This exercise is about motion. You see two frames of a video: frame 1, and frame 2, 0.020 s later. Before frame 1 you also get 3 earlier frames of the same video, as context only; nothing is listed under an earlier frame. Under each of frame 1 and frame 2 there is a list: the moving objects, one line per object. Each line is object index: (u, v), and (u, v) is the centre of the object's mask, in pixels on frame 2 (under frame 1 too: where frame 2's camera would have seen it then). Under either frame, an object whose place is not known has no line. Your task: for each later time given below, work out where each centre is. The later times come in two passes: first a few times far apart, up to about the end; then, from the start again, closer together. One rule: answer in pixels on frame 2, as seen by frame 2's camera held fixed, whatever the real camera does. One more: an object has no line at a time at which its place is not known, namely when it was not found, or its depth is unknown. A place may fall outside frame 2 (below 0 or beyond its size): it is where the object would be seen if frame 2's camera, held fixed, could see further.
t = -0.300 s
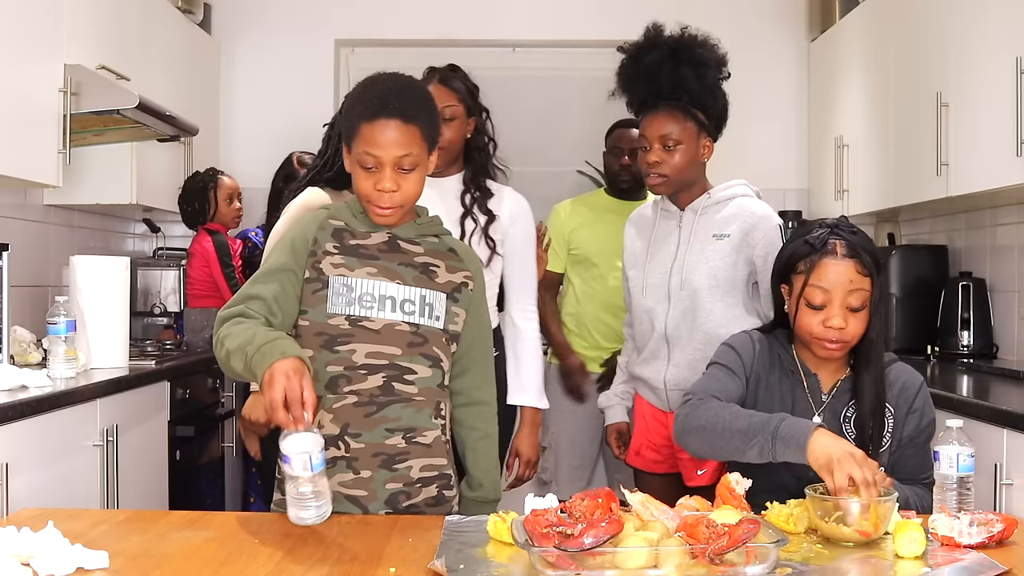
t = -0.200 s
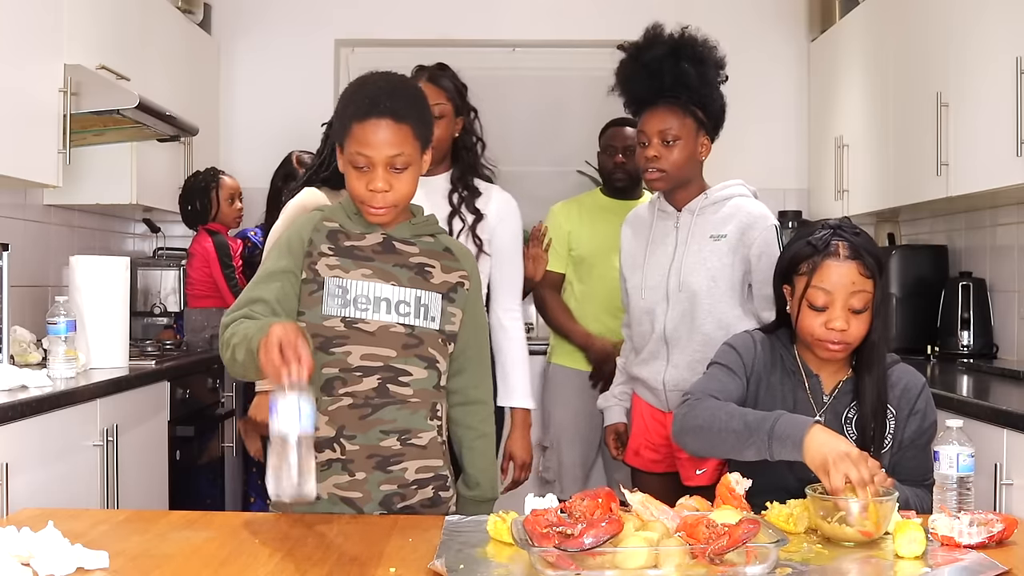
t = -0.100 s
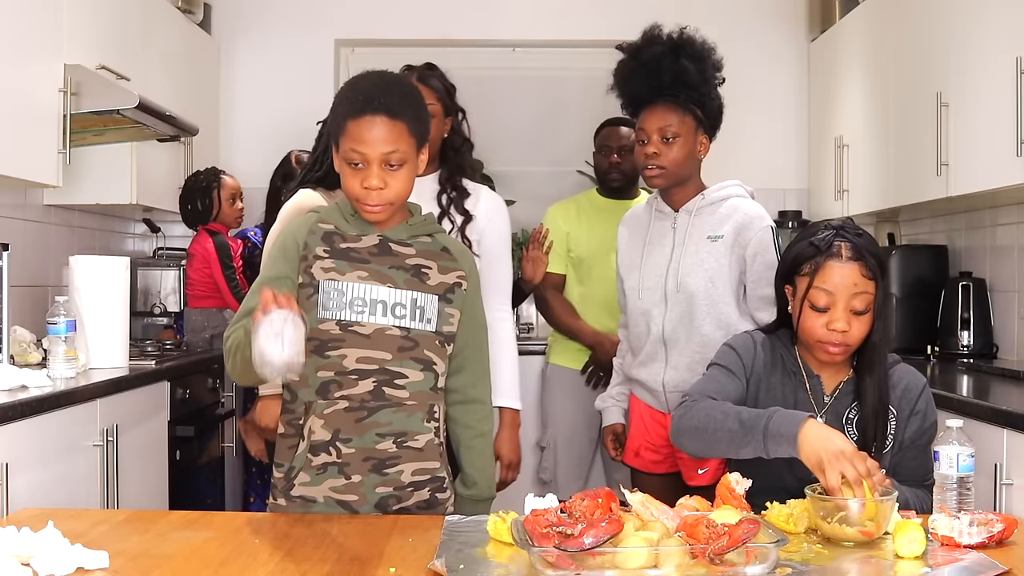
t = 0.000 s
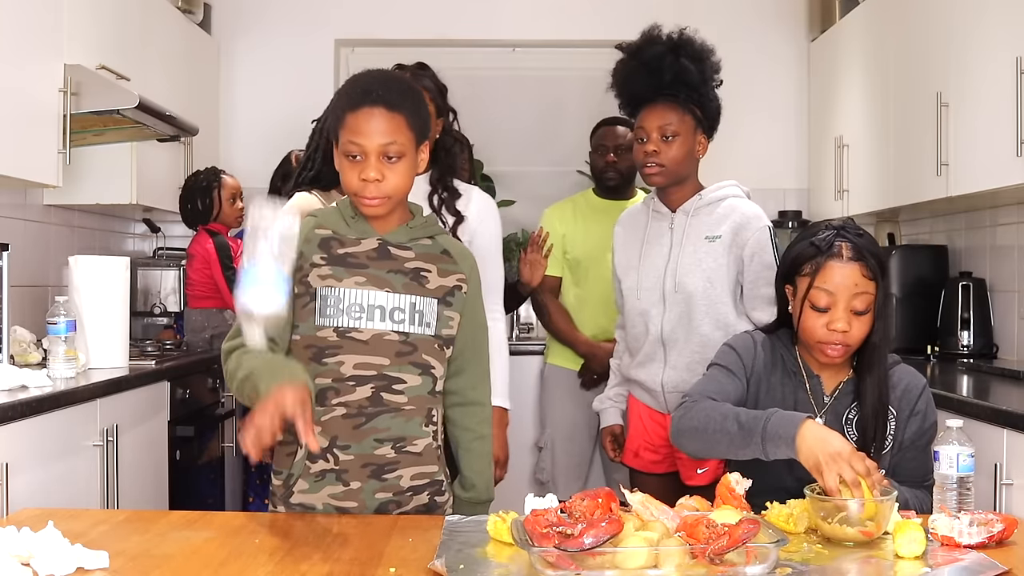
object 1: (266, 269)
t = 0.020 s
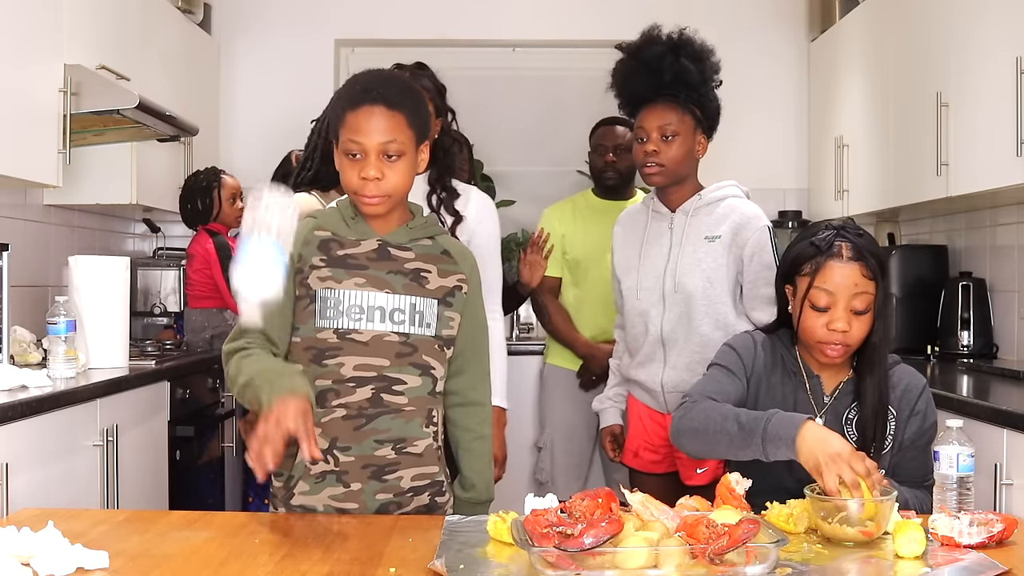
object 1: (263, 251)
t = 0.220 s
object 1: (249, 256)
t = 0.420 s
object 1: (236, 528)
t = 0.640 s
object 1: (232, 528)
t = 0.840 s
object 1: (231, 528)
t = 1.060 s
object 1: (231, 528)
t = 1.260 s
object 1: (231, 528)
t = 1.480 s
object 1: (231, 527)
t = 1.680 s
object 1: (231, 528)
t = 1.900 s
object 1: (231, 528)
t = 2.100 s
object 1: (231, 528)
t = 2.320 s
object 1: (231, 527)
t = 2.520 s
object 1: (231, 528)
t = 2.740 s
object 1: (231, 528)
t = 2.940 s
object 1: (231, 527)
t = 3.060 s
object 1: (231, 528)
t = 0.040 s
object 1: (261, 235)
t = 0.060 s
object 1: (260, 221)
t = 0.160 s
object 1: (255, 214)
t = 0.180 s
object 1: (253, 225)
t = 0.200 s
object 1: (251, 239)
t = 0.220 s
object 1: (249, 256)
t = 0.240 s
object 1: (247, 279)
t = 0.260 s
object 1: (245, 303)
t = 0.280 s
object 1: (243, 331)
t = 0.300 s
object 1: (242, 364)
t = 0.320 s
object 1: (240, 401)
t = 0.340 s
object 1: (238, 438)
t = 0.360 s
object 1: (236, 485)
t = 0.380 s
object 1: (236, 509)
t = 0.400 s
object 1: (236, 529)
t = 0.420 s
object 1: (236, 528)
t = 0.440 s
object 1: (235, 527)
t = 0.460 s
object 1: (233, 527)
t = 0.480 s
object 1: (232, 528)
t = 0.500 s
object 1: (232, 528)
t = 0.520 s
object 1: (232, 528)
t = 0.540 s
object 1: (231, 528)
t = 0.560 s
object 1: (232, 528)
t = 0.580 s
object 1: (232, 528)
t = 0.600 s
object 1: (231, 528)
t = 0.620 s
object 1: (232, 528)
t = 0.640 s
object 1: (232, 528)
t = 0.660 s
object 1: (232, 528)
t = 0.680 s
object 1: (232, 528)
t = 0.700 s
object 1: (232, 528)
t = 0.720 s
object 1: (232, 528)
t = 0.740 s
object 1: (232, 528)
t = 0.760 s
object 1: (232, 528)
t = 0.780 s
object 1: (231, 528)
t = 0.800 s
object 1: (231, 528)
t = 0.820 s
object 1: (231, 528)
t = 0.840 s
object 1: (231, 528)
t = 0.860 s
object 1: (231, 528)
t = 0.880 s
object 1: (231, 527)
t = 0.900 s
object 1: (231, 528)
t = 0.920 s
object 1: (231, 528)
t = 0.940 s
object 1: (232, 528)
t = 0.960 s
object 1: (231, 528)
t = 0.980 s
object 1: (231, 528)
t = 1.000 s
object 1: (231, 528)
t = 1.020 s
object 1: (231, 527)
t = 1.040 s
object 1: (231, 528)
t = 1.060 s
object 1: (231, 528)
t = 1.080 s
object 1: (231, 527)
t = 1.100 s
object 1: (231, 527)
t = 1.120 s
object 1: (231, 527)
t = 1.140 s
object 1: (231, 527)
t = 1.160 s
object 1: (231, 527)
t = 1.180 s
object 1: (231, 528)
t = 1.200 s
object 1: (231, 527)
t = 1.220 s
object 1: (231, 527)
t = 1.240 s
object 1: (231, 528)
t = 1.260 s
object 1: (231, 528)
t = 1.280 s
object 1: (231, 527)
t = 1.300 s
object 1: (231, 527)
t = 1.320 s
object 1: (231, 527)
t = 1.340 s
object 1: (231, 527)
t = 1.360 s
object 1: (231, 527)
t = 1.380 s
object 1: (231, 527)
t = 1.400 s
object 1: (231, 527)
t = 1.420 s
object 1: (231, 527)
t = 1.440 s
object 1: (231, 527)
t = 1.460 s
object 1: (231, 527)
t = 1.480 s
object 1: (231, 527)
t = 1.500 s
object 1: (231, 527)
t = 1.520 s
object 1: (231, 527)
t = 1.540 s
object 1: (231, 527)
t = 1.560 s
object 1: (231, 527)
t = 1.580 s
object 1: (231, 527)
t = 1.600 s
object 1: (231, 528)
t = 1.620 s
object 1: (231, 528)
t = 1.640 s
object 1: (231, 528)
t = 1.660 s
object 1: (231, 528)
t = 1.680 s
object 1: (231, 528)
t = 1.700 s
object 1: (231, 528)
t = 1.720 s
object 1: (231, 528)
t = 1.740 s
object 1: (231, 528)
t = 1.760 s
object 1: (231, 528)
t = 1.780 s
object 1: (231, 528)
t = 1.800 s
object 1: (231, 528)
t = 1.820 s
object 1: (231, 528)
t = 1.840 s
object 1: (231, 528)
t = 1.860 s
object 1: (231, 528)
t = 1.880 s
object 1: (231, 528)
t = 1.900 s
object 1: (231, 528)
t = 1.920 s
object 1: (231, 528)
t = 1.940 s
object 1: (231, 528)
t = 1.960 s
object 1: (231, 528)
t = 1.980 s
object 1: (231, 528)
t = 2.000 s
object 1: (231, 527)
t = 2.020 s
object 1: (231, 528)
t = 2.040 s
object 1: (231, 528)
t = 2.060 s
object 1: (231, 528)
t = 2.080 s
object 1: (231, 528)
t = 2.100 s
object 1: (231, 528)
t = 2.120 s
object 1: (231, 528)
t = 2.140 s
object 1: (231, 528)
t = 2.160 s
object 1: (231, 528)
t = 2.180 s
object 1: (231, 528)
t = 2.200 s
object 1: (232, 528)
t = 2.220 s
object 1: (231, 528)
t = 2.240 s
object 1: (231, 528)
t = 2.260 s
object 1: (231, 527)
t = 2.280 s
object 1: (231, 527)
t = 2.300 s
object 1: (231, 527)
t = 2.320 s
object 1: (231, 527)
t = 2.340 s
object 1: (231, 527)
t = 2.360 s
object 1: (231, 528)
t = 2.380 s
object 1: (231, 528)
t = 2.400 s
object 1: (231, 528)
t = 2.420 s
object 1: (231, 528)
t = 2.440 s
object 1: (231, 528)
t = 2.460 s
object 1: (231, 528)
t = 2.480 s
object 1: (231, 528)
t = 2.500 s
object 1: (231, 528)
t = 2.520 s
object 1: (231, 528)
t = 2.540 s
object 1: (231, 528)
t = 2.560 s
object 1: (231, 528)
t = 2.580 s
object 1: (231, 528)
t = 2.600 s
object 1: (231, 528)
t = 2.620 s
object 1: (231, 527)
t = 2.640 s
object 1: (231, 528)
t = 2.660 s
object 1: (231, 528)
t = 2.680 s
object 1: (231, 528)
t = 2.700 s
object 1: (231, 528)
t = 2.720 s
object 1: (231, 527)
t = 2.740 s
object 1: (231, 528)
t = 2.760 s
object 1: (231, 527)
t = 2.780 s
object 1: (231, 527)
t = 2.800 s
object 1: (231, 527)
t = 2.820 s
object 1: (231, 527)
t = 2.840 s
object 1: (231, 527)
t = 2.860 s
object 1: (231, 527)
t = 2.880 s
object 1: (231, 527)
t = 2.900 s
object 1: (231, 527)
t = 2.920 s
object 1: (231, 527)
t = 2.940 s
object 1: (231, 527)
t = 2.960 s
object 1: (231, 527)
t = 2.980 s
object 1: (231, 527)
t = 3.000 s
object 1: (231, 527)
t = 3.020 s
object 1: (231, 527)
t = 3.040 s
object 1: (231, 527)
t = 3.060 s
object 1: (231, 528)
